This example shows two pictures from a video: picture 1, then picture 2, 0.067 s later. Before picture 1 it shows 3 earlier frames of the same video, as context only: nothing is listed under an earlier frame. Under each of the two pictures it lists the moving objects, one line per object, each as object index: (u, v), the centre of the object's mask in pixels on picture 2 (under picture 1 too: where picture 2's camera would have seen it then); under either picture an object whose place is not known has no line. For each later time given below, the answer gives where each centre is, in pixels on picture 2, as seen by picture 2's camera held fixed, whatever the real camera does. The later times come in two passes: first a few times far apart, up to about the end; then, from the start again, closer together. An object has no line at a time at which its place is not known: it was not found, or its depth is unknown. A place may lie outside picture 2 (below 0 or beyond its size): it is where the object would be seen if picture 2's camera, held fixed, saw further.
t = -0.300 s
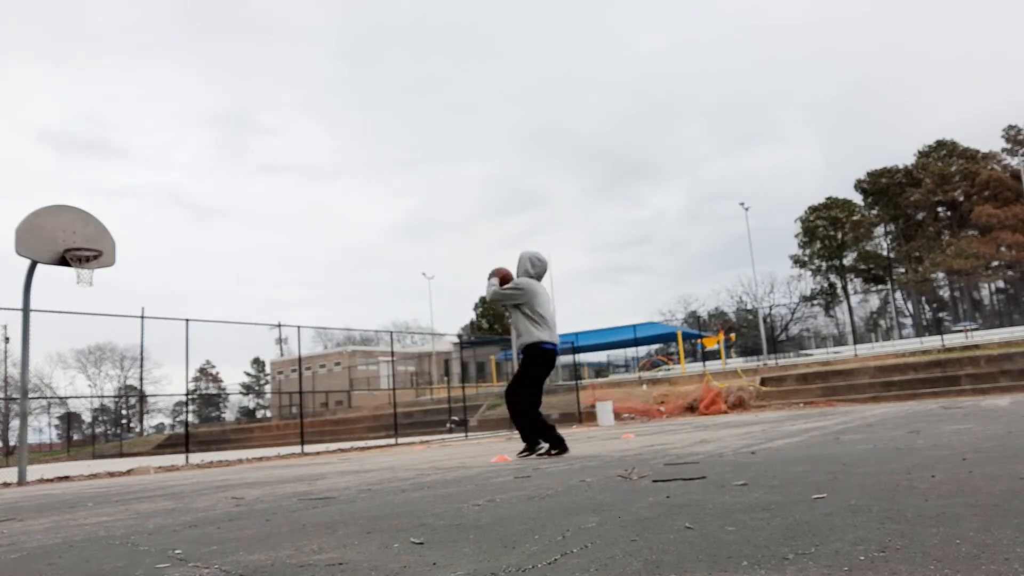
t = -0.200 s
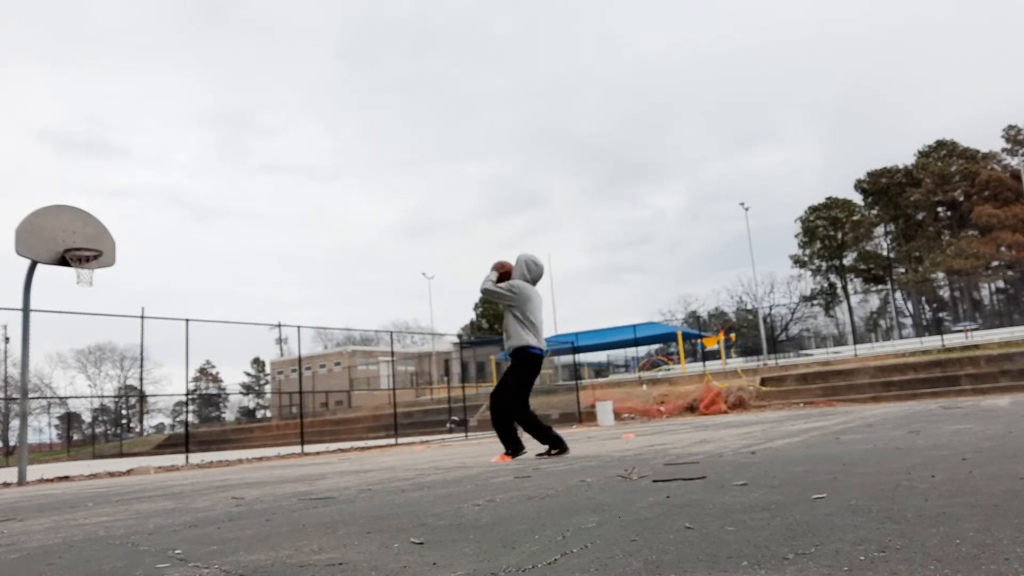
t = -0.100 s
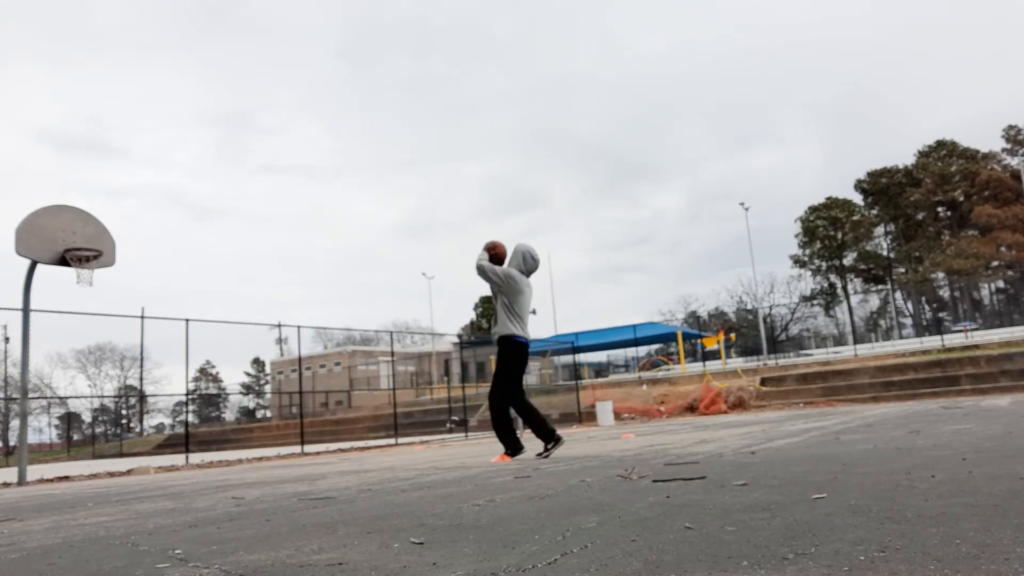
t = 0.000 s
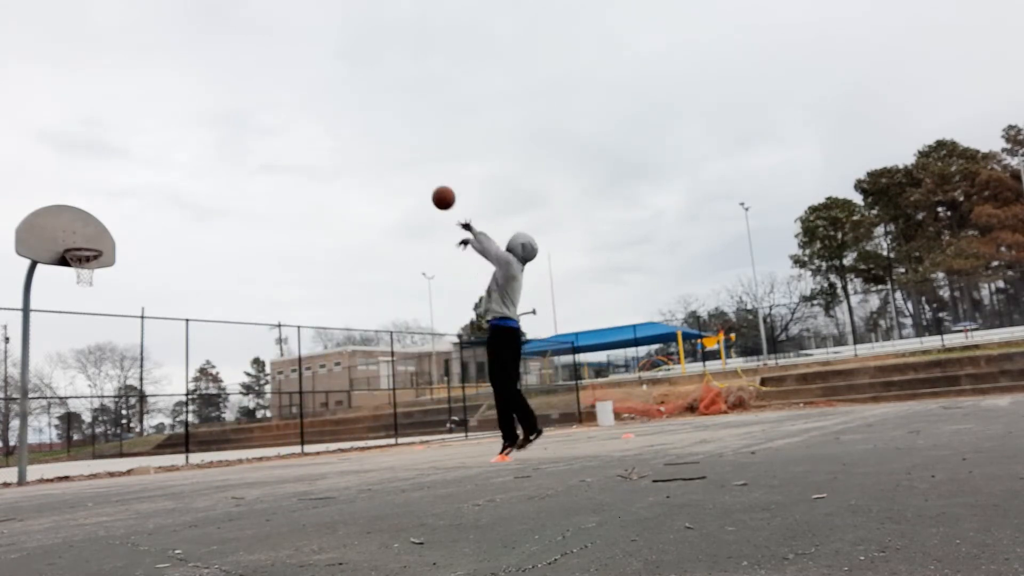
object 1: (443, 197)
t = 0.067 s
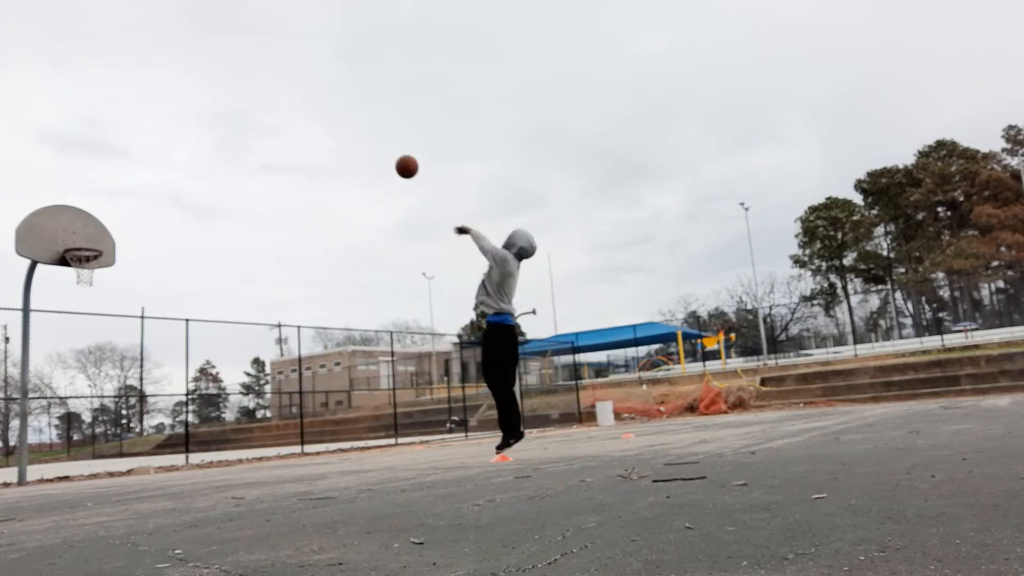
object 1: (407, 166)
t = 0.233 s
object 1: (328, 118)
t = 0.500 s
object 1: (230, 102)
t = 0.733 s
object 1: (162, 131)
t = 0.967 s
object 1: (106, 193)
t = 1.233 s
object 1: (84, 247)
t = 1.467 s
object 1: (76, 234)
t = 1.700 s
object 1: (82, 244)
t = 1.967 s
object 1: (83, 247)
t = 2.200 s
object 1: (77, 268)
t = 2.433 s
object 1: (89, 276)
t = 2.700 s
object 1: (97, 316)
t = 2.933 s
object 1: (102, 393)
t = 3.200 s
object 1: (109, 434)
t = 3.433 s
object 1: (112, 375)
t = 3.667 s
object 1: (114, 357)
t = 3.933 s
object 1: (116, 388)
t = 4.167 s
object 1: (117, 462)
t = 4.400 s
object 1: (118, 418)
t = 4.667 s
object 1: (119, 401)
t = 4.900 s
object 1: (119, 433)
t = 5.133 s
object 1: (119, 448)
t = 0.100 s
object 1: (390, 154)
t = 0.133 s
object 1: (373, 142)
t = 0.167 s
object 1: (358, 132)
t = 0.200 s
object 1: (343, 124)
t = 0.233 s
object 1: (328, 118)
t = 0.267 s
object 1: (315, 112)
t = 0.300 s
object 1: (301, 108)
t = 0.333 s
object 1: (289, 104)
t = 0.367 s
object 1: (276, 102)
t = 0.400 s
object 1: (264, 101)
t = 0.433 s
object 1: (253, 100)
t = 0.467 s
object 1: (241, 101)
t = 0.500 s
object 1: (230, 102)
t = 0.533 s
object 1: (220, 104)
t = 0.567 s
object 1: (210, 107)
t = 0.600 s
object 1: (200, 110)
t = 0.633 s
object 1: (190, 115)
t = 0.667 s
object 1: (181, 120)
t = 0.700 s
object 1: (171, 125)
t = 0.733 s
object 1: (162, 131)
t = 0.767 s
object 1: (154, 138)
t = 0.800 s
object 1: (145, 146)
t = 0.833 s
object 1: (137, 155)
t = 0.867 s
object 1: (129, 163)
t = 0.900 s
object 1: (121, 173)
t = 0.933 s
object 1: (114, 183)
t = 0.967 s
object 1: (106, 193)
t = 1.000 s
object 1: (99, 204)
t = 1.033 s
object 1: (91, 217)
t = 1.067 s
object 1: (84, 229)
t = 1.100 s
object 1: (76, 242)
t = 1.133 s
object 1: (80, 246)
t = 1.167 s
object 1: (85, 246)
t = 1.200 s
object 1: (91, 248)
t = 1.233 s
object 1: (84, 247)
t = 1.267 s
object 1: (77, 246)
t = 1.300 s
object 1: (71, 245)
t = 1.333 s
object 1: (72, 242)
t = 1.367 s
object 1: (73, 239)
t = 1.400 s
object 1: (74, 236)
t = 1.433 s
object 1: (75, 235)
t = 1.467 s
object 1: (76, 234)
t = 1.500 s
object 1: (77, 234)
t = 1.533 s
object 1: (78, 235)
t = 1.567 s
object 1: (79, 236)
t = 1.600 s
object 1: (80, 238)
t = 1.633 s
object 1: (81, 241)
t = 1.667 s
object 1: (81, 243)
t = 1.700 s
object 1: (82, 244)
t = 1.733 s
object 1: (82, 242)
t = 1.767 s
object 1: (82, 241)
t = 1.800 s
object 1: (83, 241)
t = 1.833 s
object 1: (83, 241)
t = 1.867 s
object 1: (83, 241)
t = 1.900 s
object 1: (83, 242)
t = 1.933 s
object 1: (83, 243)
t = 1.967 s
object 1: (83, 247)
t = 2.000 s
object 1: (82, 248)
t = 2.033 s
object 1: (79, 251)
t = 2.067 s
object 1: (77, 256)
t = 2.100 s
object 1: (77, 259)
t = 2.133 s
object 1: (77, 263)
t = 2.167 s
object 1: (76, 265)
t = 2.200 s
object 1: (77, 268)
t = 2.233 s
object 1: (79, 270)
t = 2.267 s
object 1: (80, 271)
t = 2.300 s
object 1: (82, 270)
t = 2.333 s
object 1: (85, 272)
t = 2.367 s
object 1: (86, 272)
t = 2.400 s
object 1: (87, 273)
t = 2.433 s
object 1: (89, 276)
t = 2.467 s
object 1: (90, 279)
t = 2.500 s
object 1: (91, 281)
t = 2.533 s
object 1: (92, 286)
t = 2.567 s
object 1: (93, 289)
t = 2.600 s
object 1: (94, 295)
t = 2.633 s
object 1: (95, 301)
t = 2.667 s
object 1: (96, 308)
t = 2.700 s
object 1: (97, 316)
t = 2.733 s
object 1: (97, 324)
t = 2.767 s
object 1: (98, 334)
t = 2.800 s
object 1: (99, 344)
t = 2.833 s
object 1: (100, 355)
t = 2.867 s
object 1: (101, 366)
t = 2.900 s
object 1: (102, 379)
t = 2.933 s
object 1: (102, 393)
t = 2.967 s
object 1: (103, 407)
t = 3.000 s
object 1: (104, 422)
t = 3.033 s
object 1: (104, 438)
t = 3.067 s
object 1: (106, 454)
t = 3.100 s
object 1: (106, 472)
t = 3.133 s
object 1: (107, 459)
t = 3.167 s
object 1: (109, 447)
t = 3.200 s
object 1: (109, 434)
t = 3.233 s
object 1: (109, 423)
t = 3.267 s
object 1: (109, 413)
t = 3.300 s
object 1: (110, 404)
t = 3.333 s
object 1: (111, 395)
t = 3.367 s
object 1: (111, 388)
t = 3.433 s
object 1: (112, 375)
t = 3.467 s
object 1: (112, 370)
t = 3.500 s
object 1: (112, 365)
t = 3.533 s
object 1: (112, 362)
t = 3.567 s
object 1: (113, 360)
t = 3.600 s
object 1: (113, 358)
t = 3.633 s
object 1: (114, 357)
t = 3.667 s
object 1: (114, 357)
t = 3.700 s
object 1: (114, 358)
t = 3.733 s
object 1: (114, 360)
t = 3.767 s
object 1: (115, 362)
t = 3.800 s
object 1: (115, 366)
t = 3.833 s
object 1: (115, 370)
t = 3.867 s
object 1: (115, 375)
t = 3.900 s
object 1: (115, 381)
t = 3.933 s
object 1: (116, 388)
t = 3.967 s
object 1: (116, 396)
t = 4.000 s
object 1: (116, 404)
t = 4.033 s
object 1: (117, 413)
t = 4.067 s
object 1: (117, 425)
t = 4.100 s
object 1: (117, 435)
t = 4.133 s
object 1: (117, 448)
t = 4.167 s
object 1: (117, 462)
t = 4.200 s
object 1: (117, 470)
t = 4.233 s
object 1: (117, 458)
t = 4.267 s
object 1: (118, 448)
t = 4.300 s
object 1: (118, 440)
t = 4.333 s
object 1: (118, 432)
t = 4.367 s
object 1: (119, 425)
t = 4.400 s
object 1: (118, 418)
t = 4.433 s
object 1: (119, 413)
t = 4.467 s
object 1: (118, 409)
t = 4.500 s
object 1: (118, 406)
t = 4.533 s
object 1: (118, 403)
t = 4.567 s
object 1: (119, 401)
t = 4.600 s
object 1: (119, 401)
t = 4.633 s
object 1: (119, 401)
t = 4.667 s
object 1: (119, 401)
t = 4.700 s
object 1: (119, 403)
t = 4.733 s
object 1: (119, 405)
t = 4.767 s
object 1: (118, 410)
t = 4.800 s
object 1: (119, 414)
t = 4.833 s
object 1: (119, 419)
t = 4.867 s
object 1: (119, 426)
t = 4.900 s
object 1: (119, 433)
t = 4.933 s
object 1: (119, 442)
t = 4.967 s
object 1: (118, 451)
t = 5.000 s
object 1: (119, 462)
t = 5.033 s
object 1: (119, 472)
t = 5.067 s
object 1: (119, 463)
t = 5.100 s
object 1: (119, 455)
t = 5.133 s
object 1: (119, 448)
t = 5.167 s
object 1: (118, 443)
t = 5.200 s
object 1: (118, 438)
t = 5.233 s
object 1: (118, 434)
